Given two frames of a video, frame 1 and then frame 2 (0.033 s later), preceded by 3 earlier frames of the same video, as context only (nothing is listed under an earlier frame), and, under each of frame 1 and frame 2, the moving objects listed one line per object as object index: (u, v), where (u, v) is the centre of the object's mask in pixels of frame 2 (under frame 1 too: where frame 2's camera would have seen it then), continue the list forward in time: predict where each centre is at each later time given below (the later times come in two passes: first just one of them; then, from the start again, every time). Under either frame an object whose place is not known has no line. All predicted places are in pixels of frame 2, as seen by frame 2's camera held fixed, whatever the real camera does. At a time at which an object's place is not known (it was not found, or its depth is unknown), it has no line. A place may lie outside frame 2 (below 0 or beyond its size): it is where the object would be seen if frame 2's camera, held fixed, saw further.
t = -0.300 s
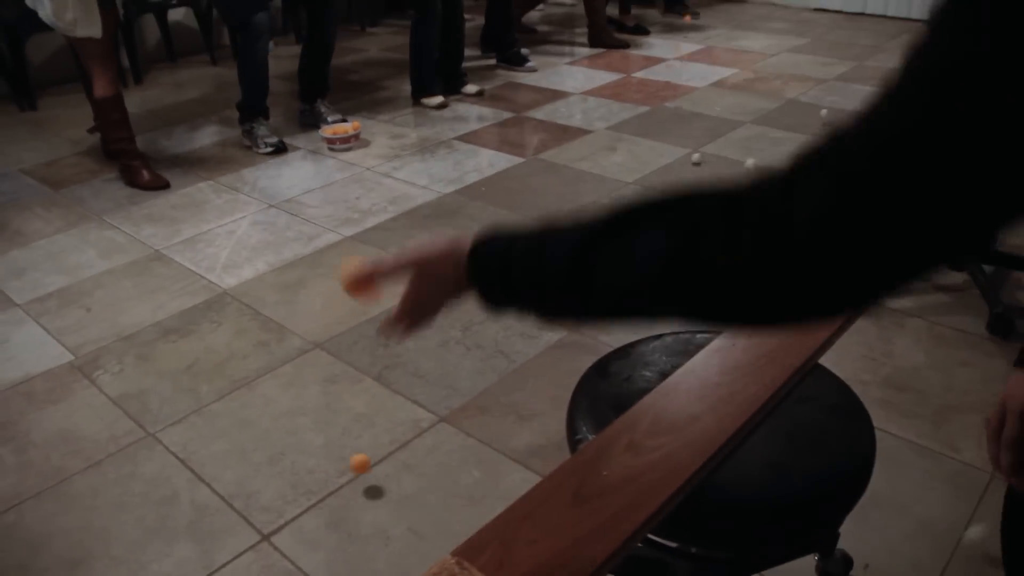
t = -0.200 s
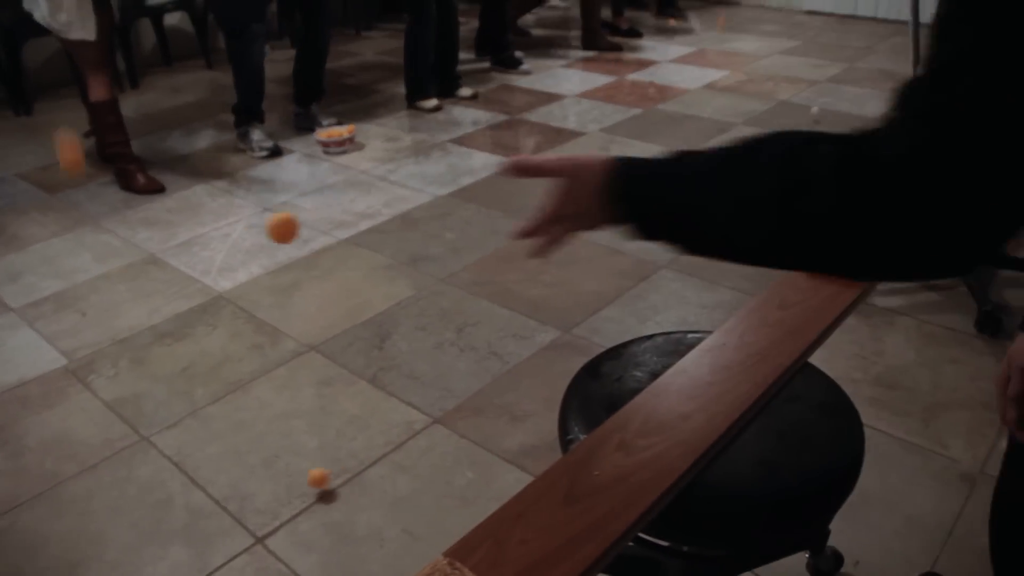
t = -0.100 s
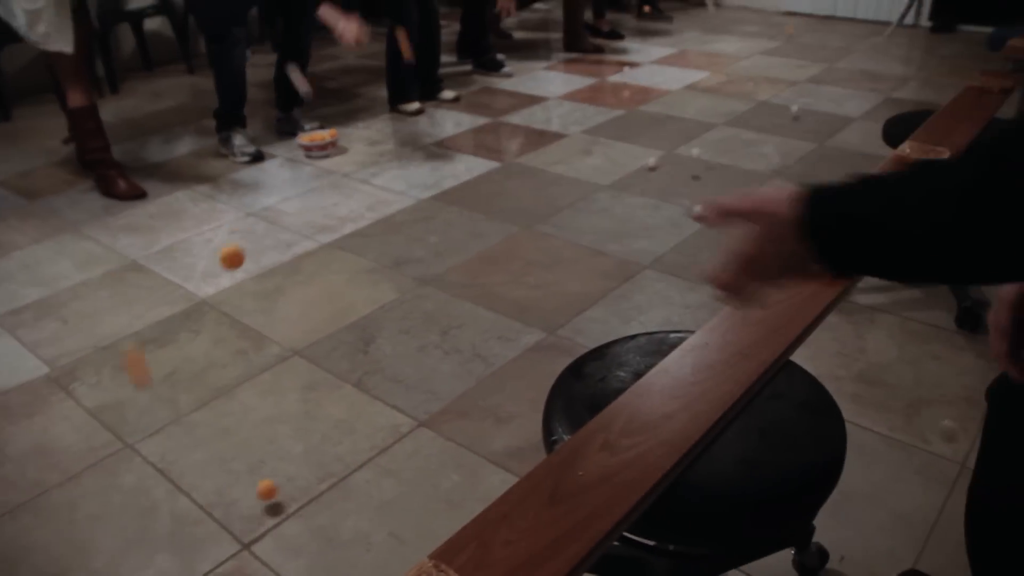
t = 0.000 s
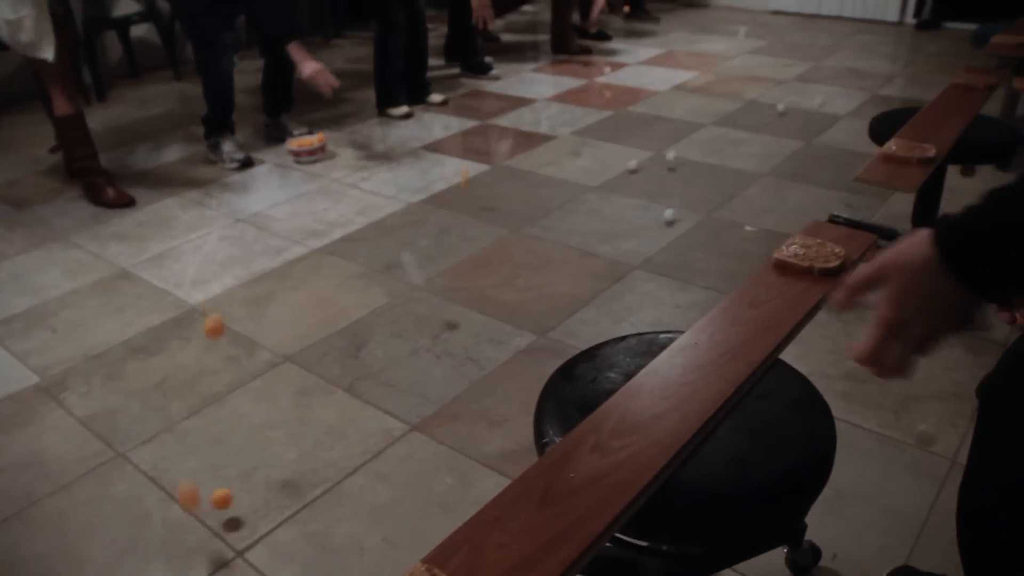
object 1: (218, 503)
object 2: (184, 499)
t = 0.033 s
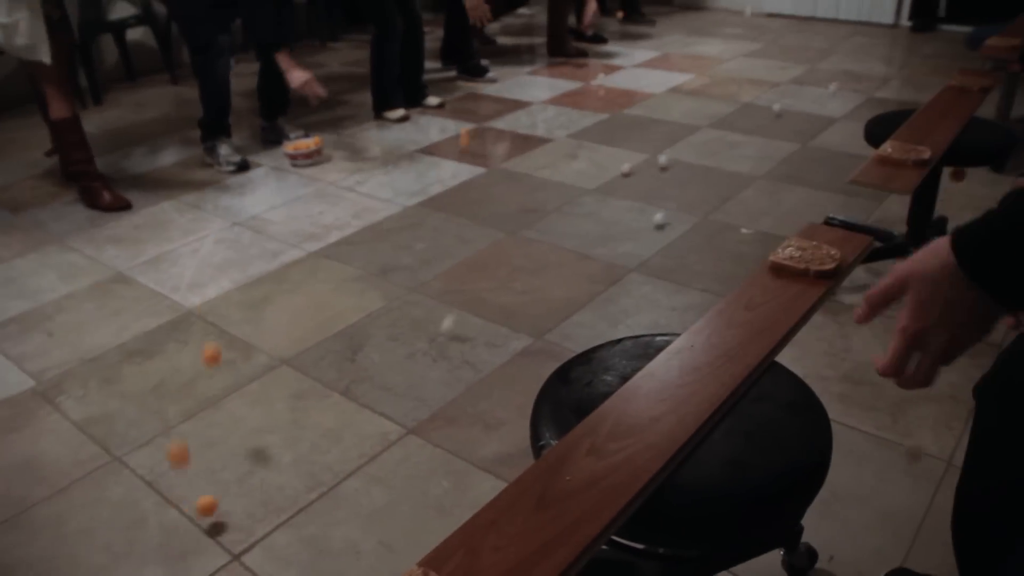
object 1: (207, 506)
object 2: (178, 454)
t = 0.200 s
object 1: (151, 522)
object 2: (171, 253)
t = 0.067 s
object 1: (198, 514)
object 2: (172, 409)
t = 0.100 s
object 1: (184, 513)
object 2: (169, 365)
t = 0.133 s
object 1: (172, 512)
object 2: (167, 324)
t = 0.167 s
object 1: (161, 514)
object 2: (168, 286)
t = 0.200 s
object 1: (151, 522)
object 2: (171, 253)
